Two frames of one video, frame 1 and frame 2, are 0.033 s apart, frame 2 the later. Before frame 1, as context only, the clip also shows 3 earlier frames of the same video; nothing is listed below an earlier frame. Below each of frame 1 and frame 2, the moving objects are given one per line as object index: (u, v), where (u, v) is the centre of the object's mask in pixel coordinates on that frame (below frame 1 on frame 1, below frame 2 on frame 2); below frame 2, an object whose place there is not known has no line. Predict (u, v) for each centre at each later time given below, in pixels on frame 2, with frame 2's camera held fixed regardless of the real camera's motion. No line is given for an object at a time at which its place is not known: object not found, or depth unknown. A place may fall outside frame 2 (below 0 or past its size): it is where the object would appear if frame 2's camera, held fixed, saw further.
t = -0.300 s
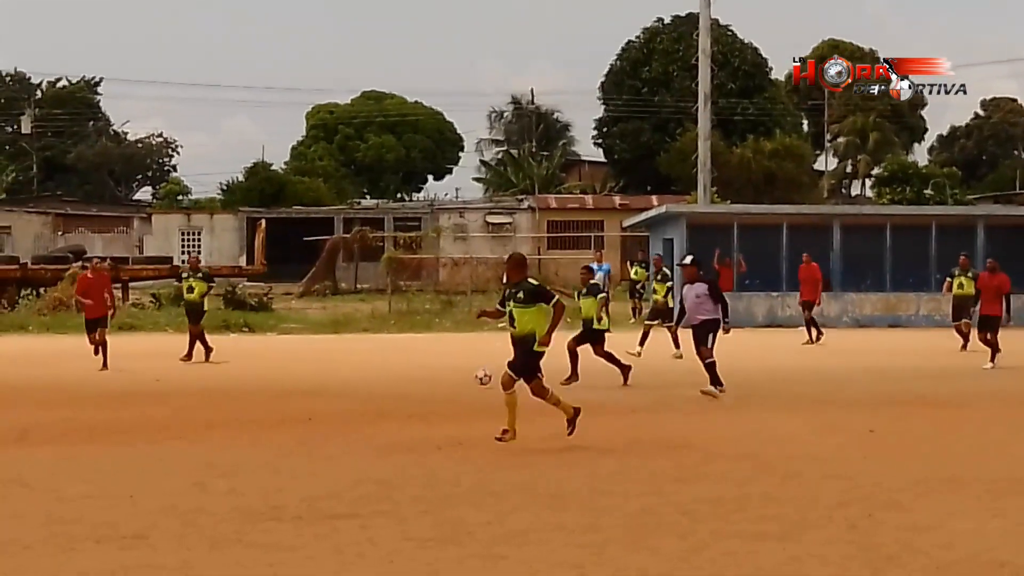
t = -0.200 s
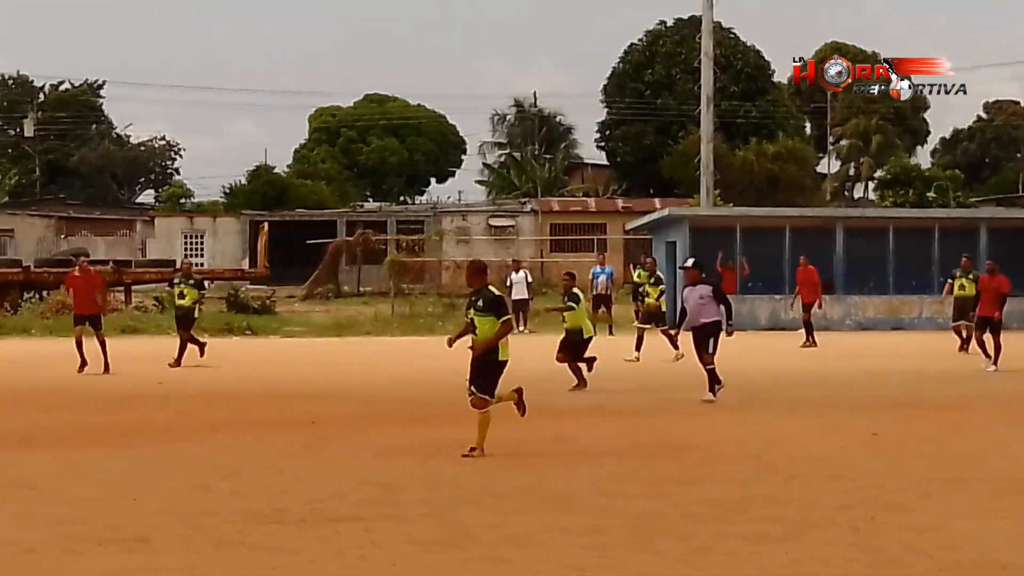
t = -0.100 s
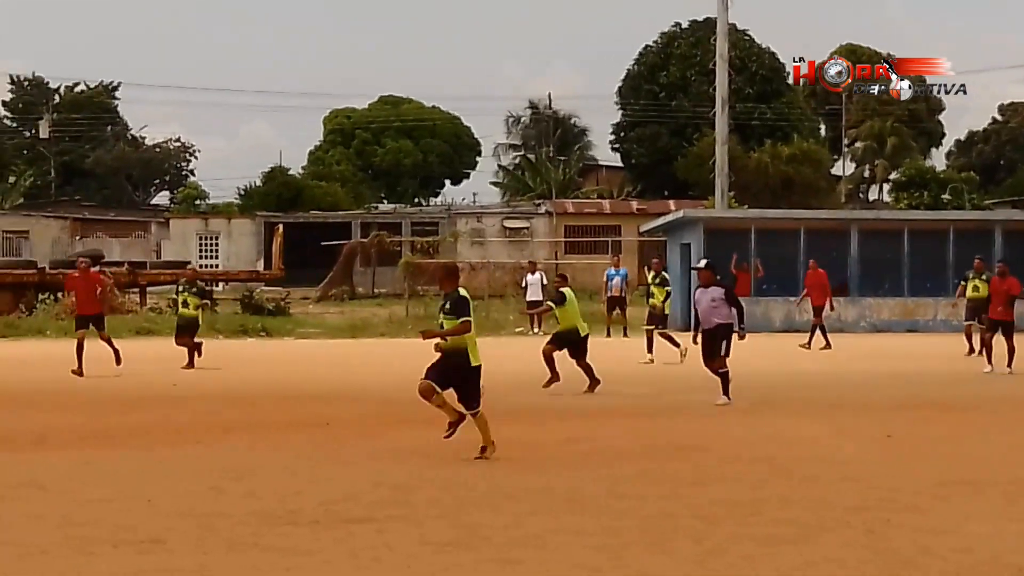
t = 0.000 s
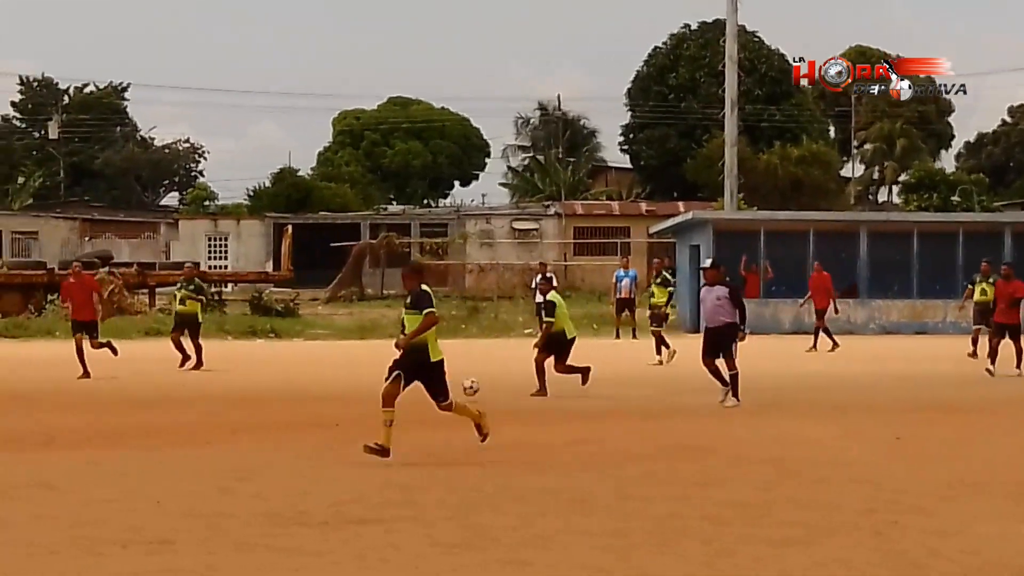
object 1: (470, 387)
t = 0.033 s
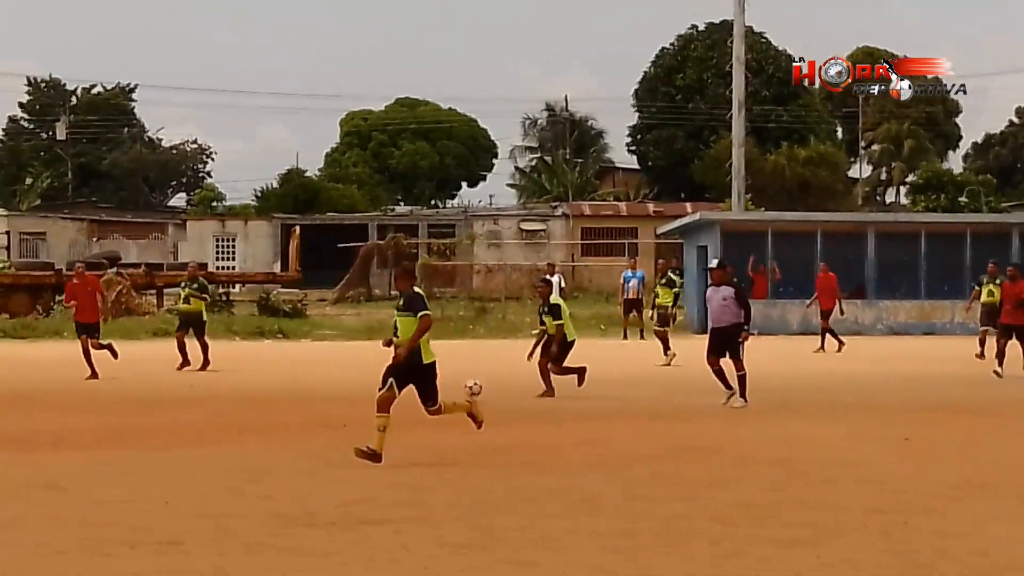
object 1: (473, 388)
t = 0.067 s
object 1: (468, 389)
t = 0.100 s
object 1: (464, 391)
